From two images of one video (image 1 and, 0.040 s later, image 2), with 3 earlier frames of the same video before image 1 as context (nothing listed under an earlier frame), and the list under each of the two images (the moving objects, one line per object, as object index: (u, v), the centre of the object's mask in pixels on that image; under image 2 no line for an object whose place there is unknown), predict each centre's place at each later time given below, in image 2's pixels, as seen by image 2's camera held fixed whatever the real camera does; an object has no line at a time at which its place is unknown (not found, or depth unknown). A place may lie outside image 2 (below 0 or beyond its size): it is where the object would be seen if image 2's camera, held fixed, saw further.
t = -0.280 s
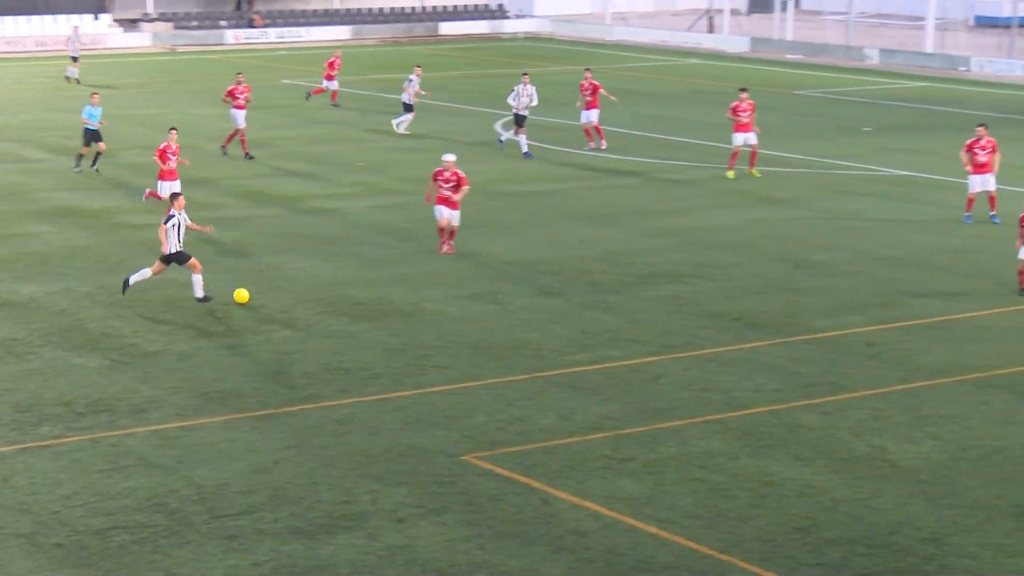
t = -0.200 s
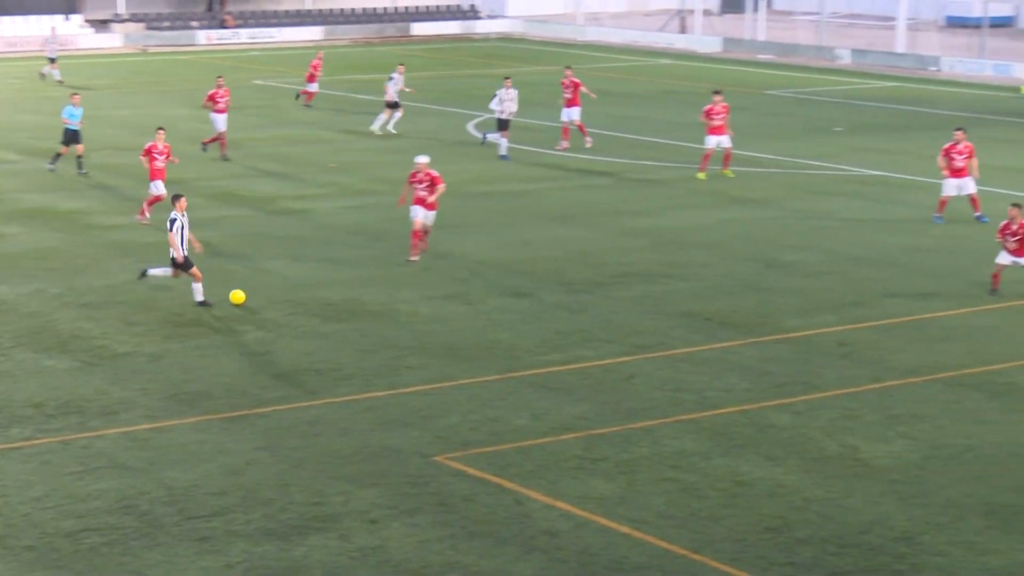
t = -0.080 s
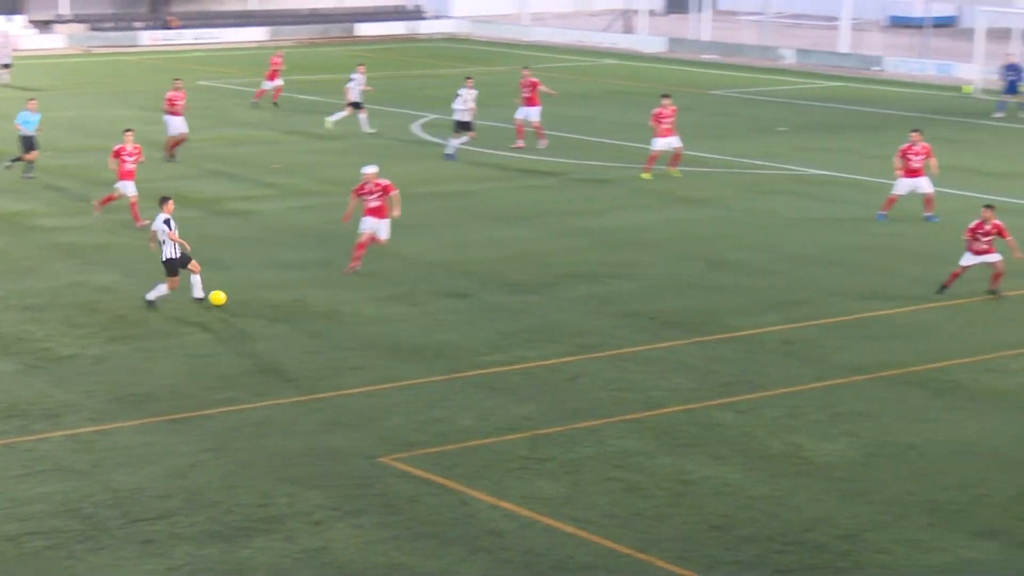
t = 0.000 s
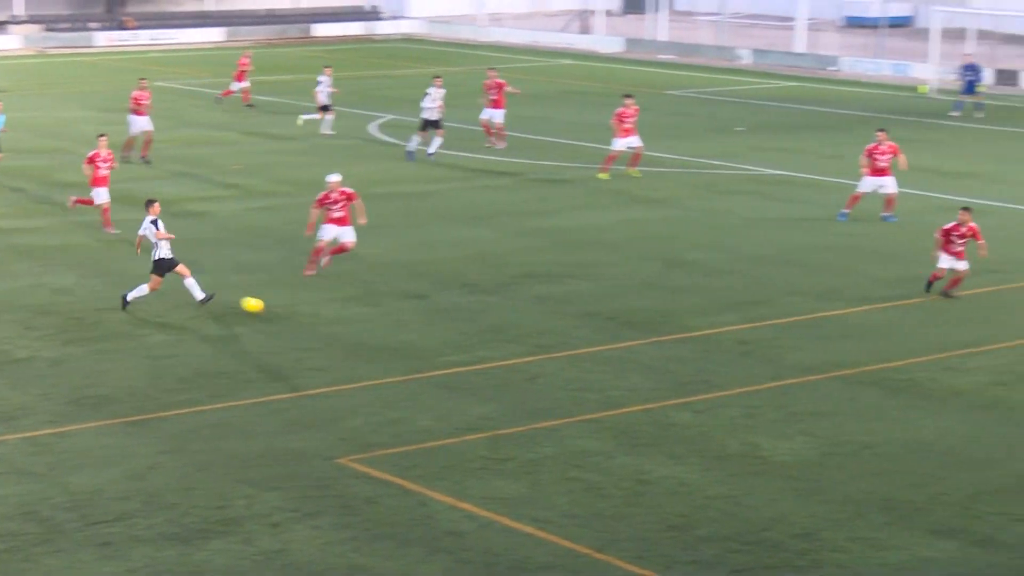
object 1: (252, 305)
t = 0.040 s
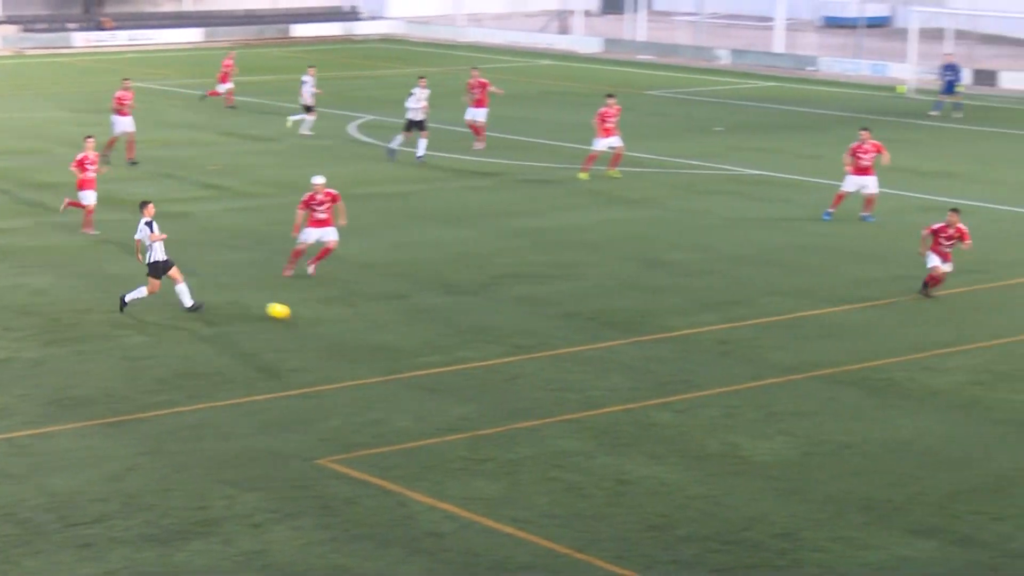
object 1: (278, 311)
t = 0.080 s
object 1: (322, 316)
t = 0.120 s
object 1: (366, 319)
